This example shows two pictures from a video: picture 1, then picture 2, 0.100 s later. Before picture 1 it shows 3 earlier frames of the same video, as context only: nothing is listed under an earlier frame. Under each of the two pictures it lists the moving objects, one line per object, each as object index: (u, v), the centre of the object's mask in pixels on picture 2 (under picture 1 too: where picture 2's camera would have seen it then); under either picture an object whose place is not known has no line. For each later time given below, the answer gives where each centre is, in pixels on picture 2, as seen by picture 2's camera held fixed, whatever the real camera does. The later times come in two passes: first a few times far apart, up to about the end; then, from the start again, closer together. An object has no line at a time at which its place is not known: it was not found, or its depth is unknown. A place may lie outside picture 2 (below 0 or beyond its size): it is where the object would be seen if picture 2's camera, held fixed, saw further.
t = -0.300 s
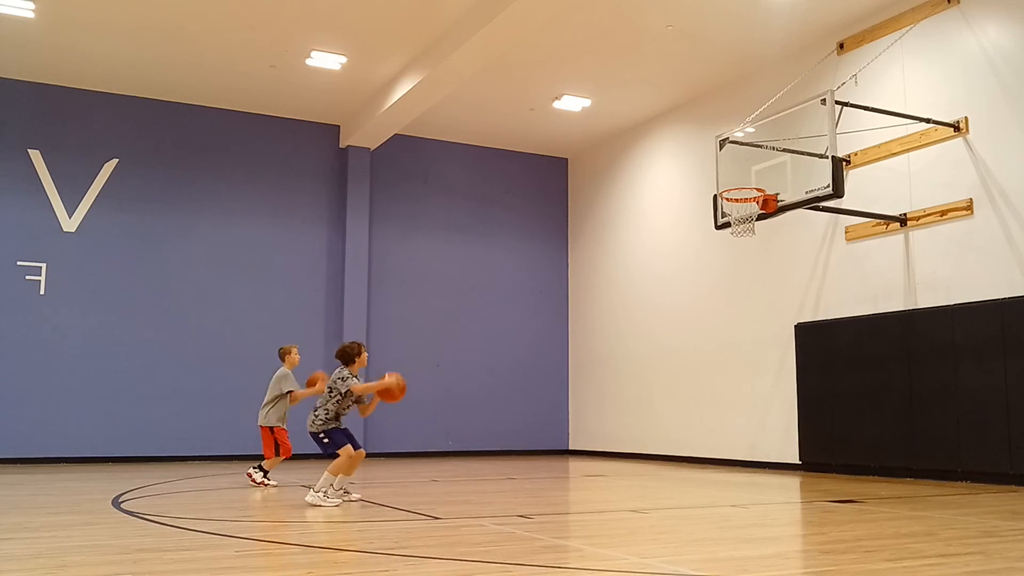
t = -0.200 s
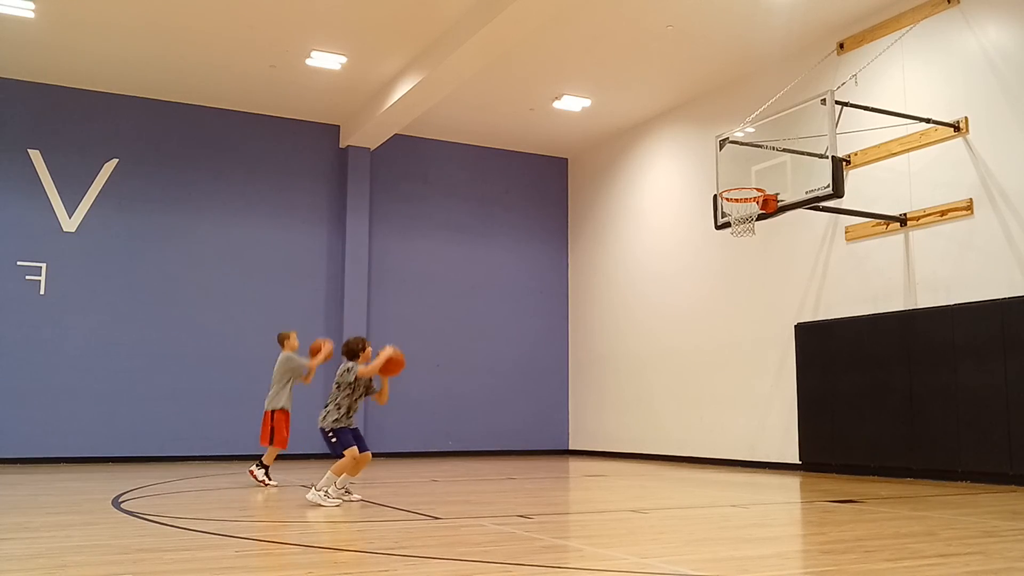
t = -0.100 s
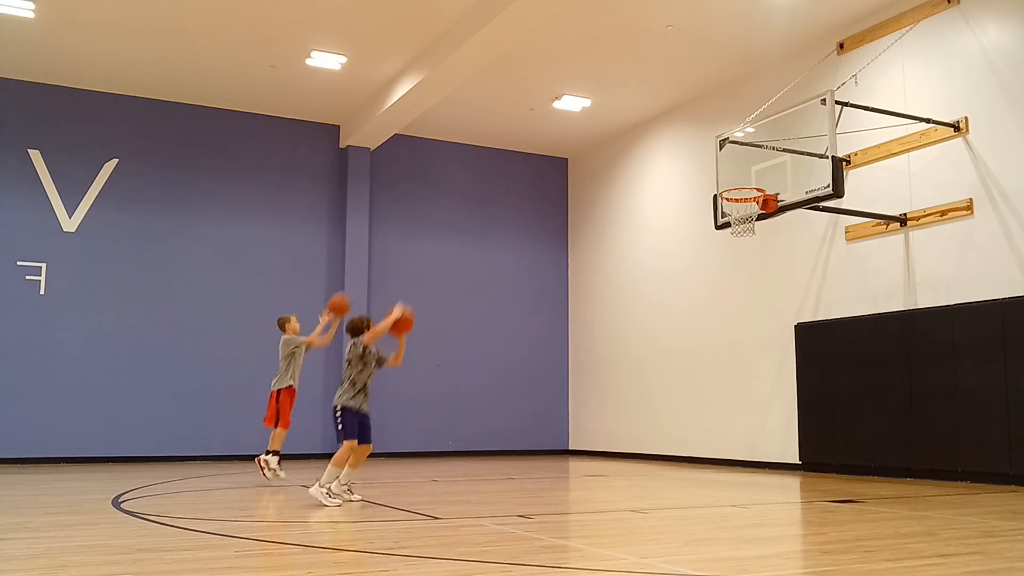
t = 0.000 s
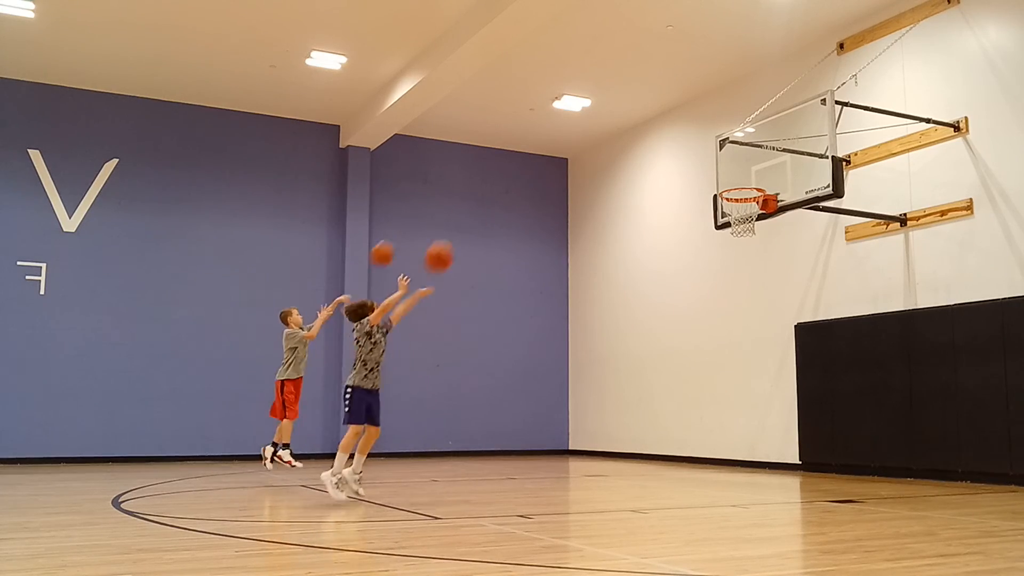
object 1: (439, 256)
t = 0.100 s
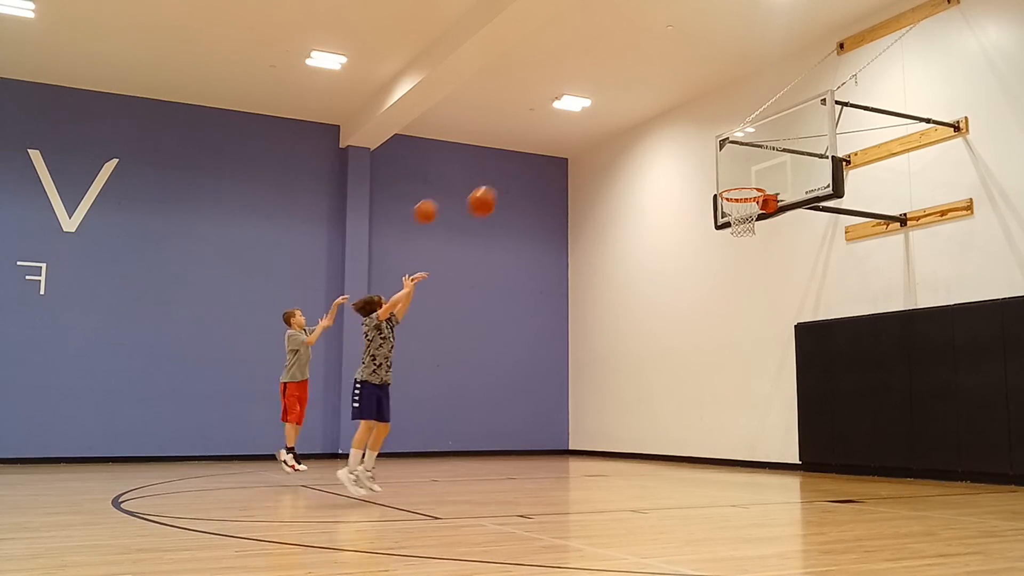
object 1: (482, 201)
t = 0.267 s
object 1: (547, 141)
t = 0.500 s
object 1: (629, 105)
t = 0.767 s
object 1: (713, 132)
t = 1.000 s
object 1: (783, 180)
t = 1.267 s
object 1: (817, 193)
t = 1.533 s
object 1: (832, 274)
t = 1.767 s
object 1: (852, 433)
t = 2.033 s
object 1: (862, 383)
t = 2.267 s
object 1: (869, 311)
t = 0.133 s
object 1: (496, 186)
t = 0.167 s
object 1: (509, 172)
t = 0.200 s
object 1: (522, 161)
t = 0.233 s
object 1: (534, 150)
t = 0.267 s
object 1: (547, 141)
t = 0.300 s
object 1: (560, 132)
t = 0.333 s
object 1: (571, 125)
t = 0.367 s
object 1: (584, 119)
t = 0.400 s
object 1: (595, 114)
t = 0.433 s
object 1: (607, 110)
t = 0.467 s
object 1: (618, 107)
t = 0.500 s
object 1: (629, 105)
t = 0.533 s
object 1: (640, 105)
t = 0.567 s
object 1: (650, 106)
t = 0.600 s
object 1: (661, 108)
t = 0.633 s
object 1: (671, 110)
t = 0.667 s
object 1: (682, 114)
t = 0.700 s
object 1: (692, 119)
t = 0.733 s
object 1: (703, 125)
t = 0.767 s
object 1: (713, 132)
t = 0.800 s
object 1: (723, 140)
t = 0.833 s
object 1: (732, 149)
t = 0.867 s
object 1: (743, 159)
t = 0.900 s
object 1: (752, 169)
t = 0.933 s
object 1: (762, 180)
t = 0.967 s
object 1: (772, 180)
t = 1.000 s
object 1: (783, 180)
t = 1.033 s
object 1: (794, 181)
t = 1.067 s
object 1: (806, 183)
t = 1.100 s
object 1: (810, 183)
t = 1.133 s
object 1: (812, 182)
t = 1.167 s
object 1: (813, 183)
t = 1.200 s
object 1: (814, 186)
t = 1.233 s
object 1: (816, 189)
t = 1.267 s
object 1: (817, 193)
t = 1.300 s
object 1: (818, 199)
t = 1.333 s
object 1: (820, 205)
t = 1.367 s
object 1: (822, 212)
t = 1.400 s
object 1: (824, 222)
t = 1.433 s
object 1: (826, 233)
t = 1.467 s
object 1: (828, 245)
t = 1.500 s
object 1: (830, 259)
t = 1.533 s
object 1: (832, 274)
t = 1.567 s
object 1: (835, 291)
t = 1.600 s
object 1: (838, 313)
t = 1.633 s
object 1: (840, 332)
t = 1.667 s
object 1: (843, 353)
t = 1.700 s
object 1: (846, 377)
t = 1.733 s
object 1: (849, 404)
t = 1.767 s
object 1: (852, 433)
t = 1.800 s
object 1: (856, 461)
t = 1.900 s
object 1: (860, 452)
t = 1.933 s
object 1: (860, 433)
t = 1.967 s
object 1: (861, 415)
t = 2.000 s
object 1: (862, 398)
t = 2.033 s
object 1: (862, 383)
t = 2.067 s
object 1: (863, 369)
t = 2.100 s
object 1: (864, 356)
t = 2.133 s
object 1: (865, 344)
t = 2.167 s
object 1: (866, 334)
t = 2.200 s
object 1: (867, 326)
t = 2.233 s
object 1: (868, 318)
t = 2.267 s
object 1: (869, 311)
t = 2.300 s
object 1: (870, 306)
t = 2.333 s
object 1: (872, 302)
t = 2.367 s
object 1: (873, 299)
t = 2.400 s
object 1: (875, 298)
